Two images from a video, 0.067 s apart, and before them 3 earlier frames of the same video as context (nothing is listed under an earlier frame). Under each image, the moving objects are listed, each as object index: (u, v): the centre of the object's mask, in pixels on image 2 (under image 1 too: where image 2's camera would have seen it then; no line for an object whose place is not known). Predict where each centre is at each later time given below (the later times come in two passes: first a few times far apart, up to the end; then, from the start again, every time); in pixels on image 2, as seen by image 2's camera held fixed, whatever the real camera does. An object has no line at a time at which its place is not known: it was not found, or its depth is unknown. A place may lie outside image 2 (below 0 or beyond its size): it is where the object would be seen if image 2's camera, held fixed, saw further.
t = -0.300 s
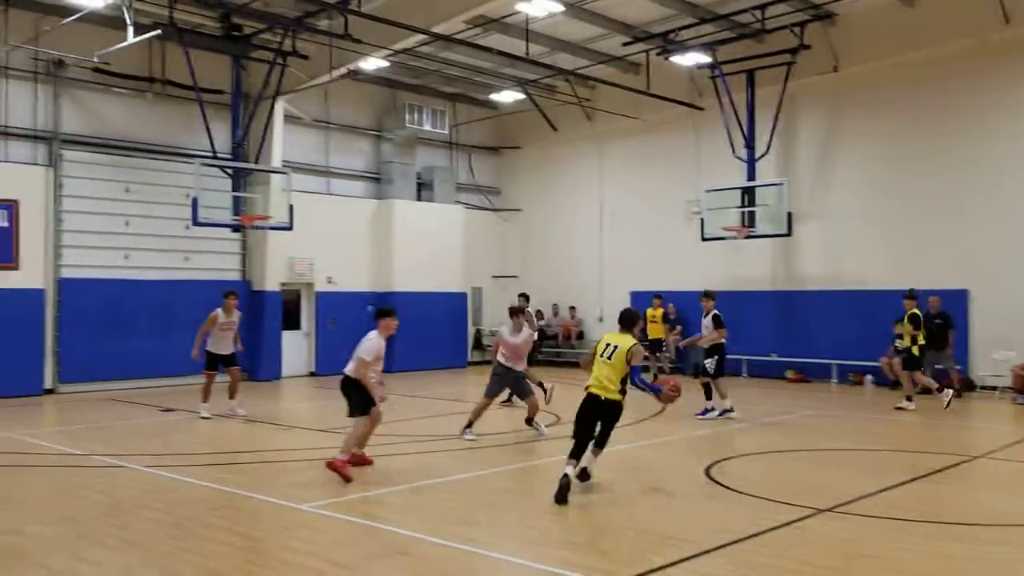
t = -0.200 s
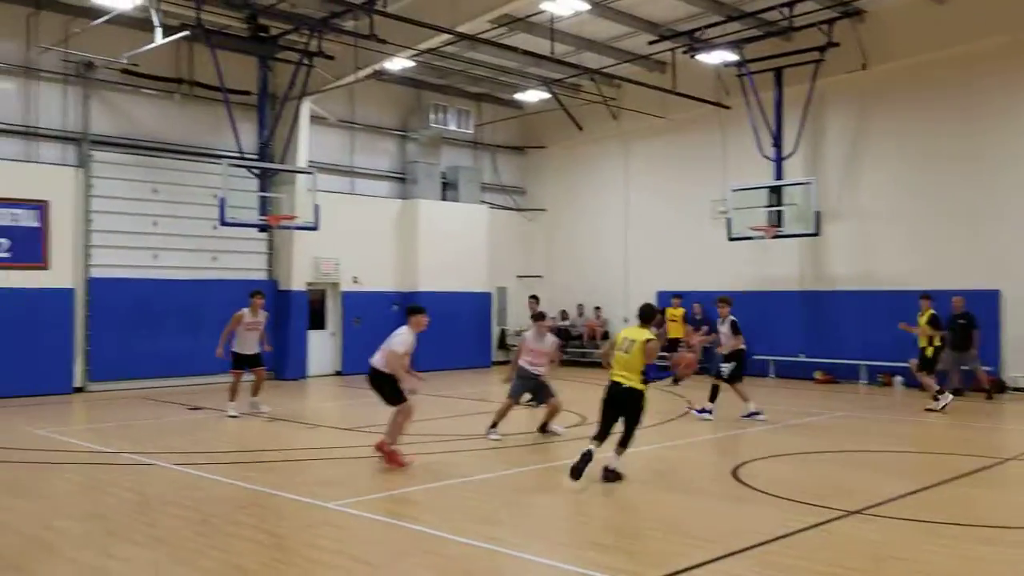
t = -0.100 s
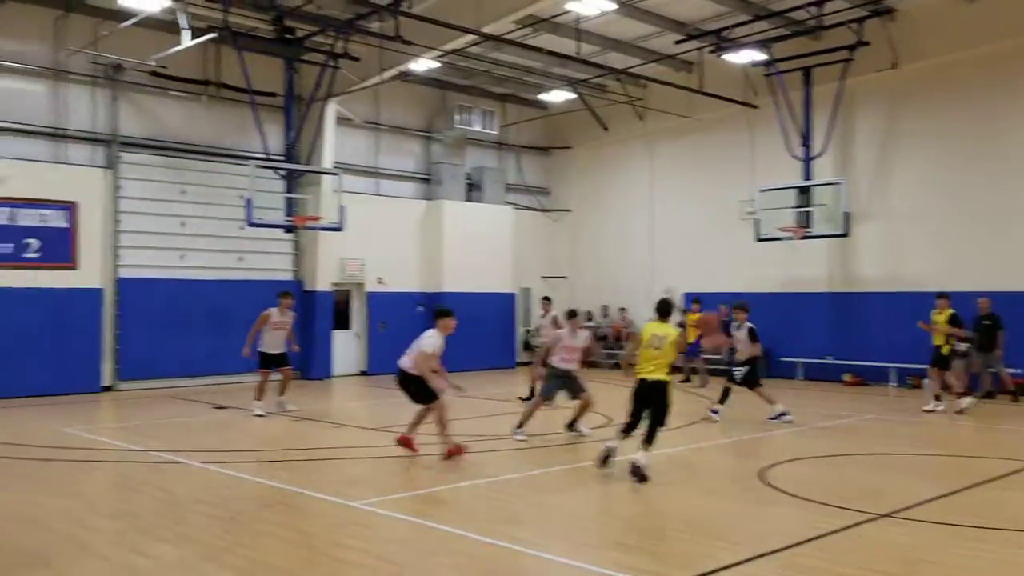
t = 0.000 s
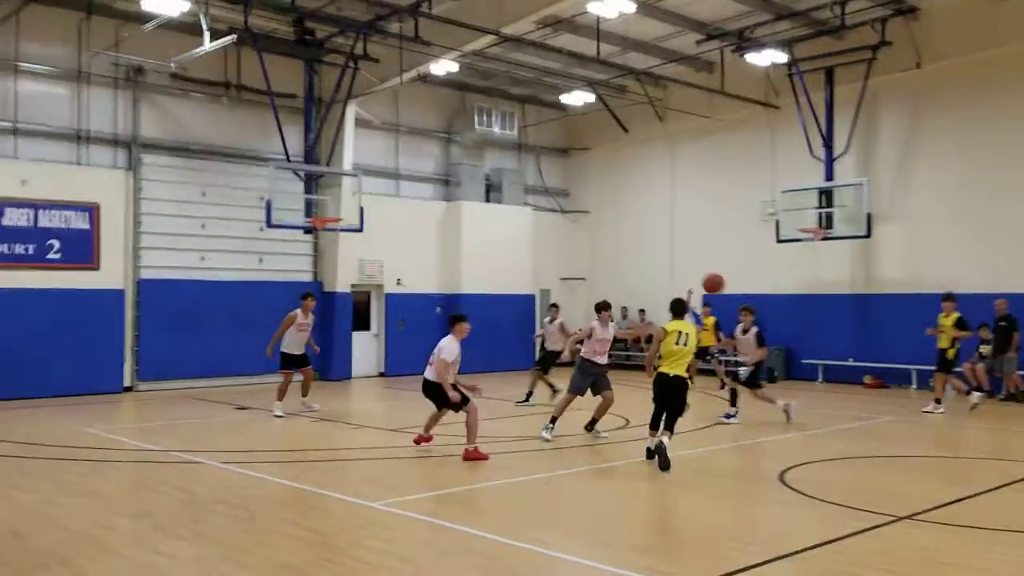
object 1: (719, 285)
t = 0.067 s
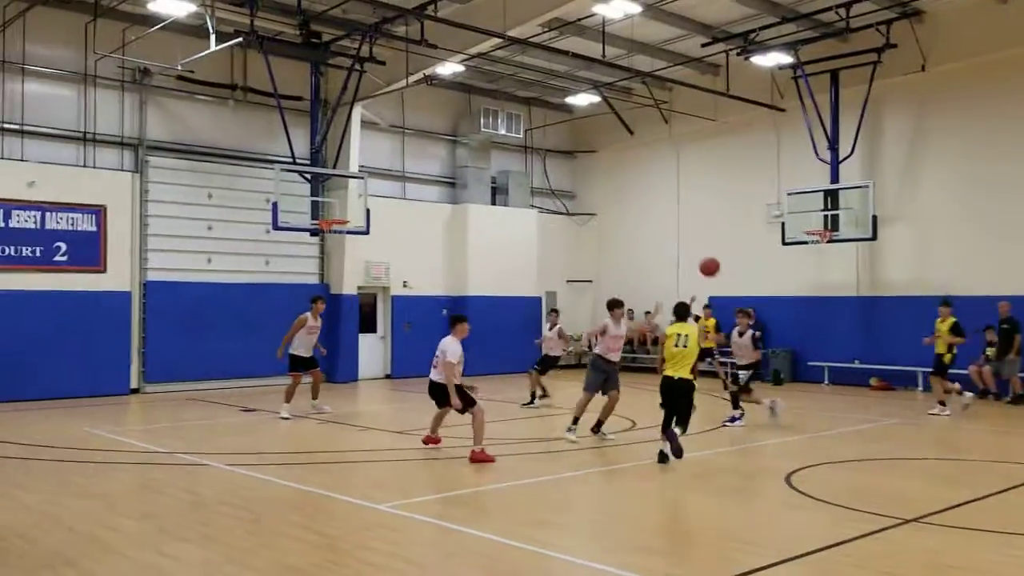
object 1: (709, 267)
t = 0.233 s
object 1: (691, 241)
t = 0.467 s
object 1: (677, 241)
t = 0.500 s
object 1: (676, 243)
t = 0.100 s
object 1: (705, 259)
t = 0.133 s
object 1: (702, 253)
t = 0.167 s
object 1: (698, 248)
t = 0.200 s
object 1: (695, 245)
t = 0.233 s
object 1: (691, 241)
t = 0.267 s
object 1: (689, 239)
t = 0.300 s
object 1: (686, 238)
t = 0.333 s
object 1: (684, 237)
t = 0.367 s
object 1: (682, 237)
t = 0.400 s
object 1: (681, 238)
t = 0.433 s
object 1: (679, 239)
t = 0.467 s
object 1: (677, 241)
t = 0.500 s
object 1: (676, 243)
